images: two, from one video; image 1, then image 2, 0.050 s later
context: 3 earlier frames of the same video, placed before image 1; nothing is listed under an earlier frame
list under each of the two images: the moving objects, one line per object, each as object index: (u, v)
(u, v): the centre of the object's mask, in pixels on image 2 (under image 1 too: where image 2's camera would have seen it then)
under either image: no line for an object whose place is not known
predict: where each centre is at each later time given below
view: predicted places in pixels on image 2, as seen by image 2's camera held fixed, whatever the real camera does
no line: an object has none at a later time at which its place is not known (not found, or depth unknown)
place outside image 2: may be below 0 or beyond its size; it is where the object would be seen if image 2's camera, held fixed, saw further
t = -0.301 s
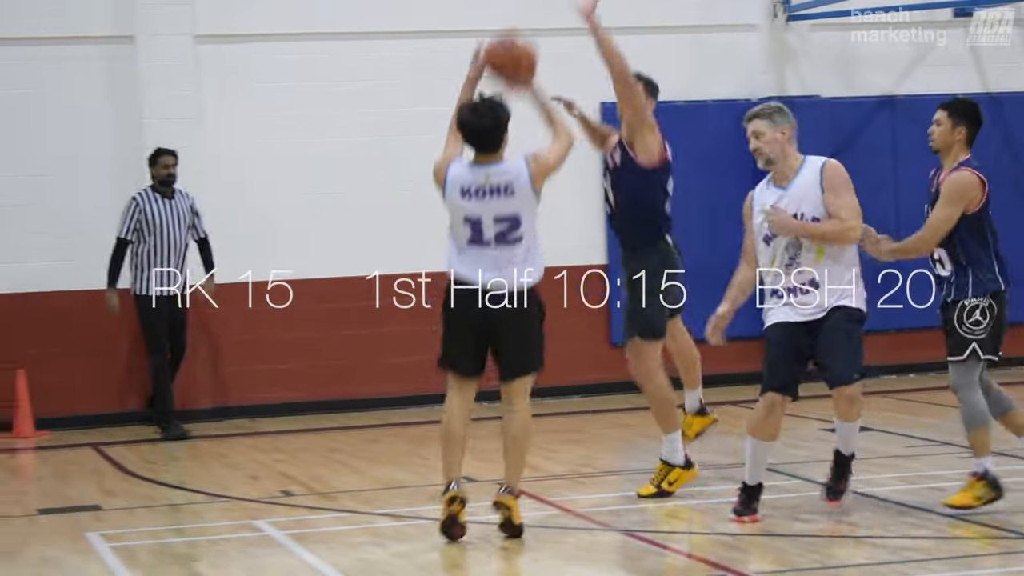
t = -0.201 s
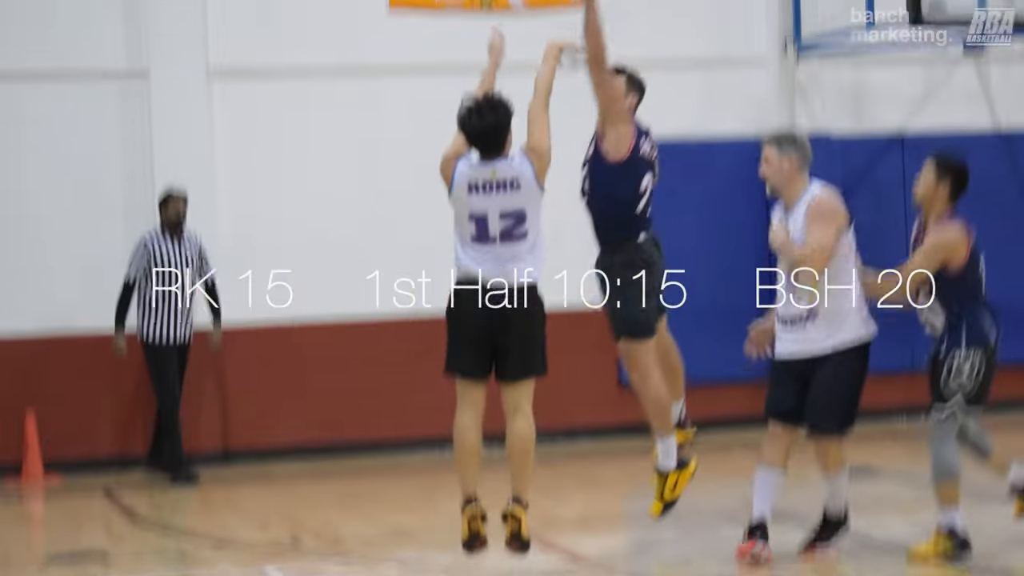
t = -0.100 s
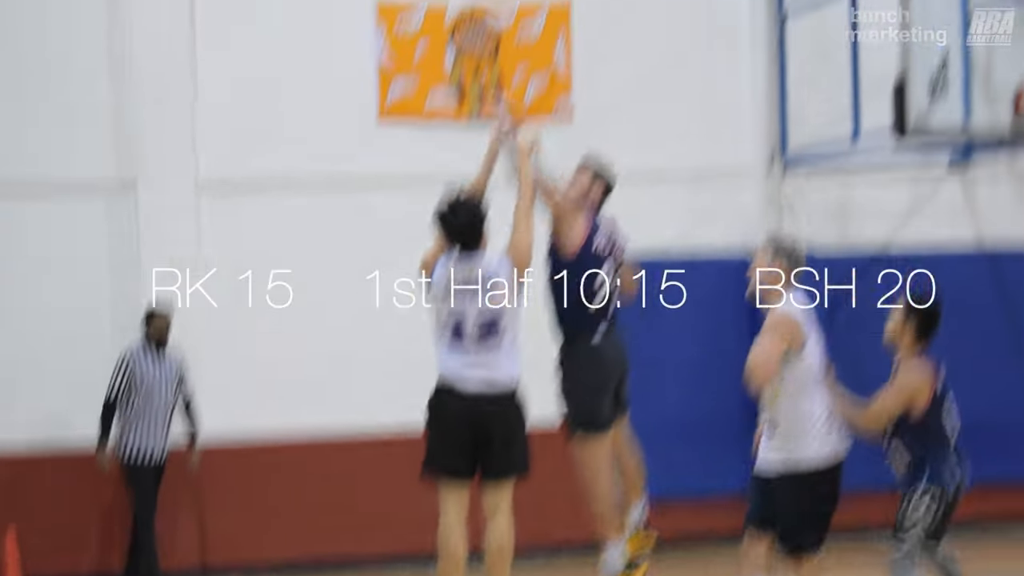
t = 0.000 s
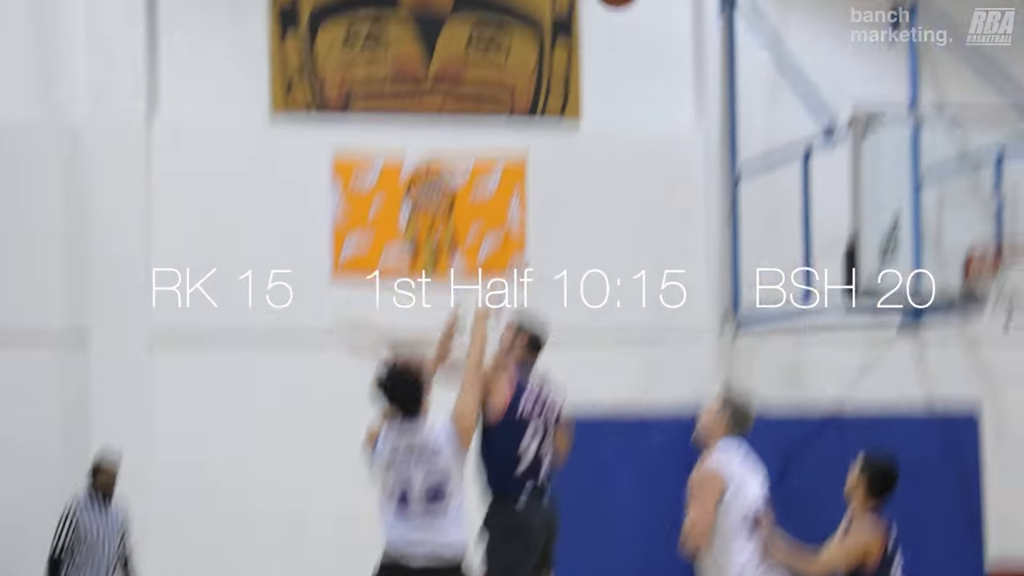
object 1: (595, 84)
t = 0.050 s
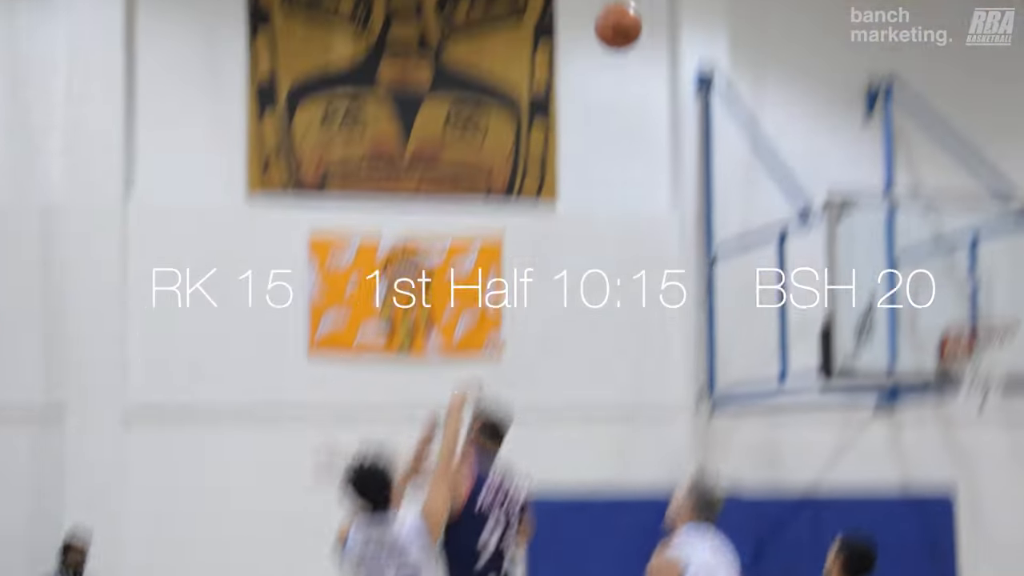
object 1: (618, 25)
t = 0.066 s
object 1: (626, 13)
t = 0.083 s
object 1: (633, 2)
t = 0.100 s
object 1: (640, -7)
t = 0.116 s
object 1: (647, -16)
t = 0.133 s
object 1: (652, -23)
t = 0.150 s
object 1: (658, -30)
